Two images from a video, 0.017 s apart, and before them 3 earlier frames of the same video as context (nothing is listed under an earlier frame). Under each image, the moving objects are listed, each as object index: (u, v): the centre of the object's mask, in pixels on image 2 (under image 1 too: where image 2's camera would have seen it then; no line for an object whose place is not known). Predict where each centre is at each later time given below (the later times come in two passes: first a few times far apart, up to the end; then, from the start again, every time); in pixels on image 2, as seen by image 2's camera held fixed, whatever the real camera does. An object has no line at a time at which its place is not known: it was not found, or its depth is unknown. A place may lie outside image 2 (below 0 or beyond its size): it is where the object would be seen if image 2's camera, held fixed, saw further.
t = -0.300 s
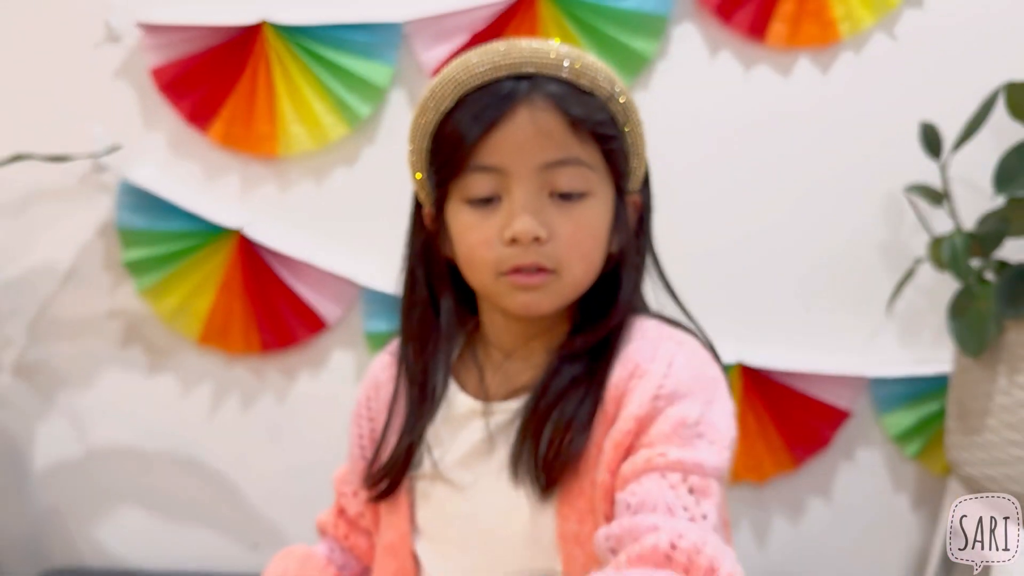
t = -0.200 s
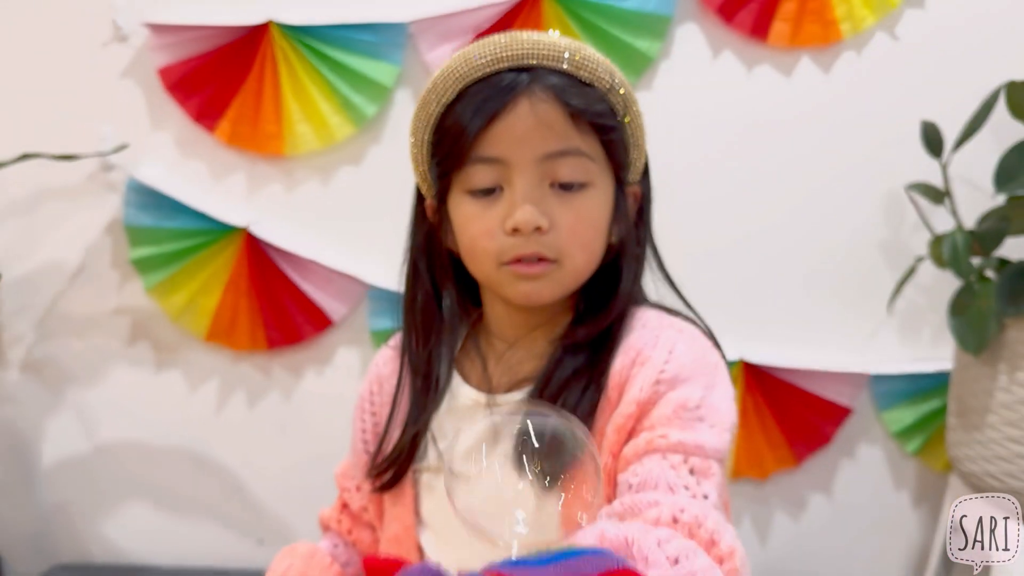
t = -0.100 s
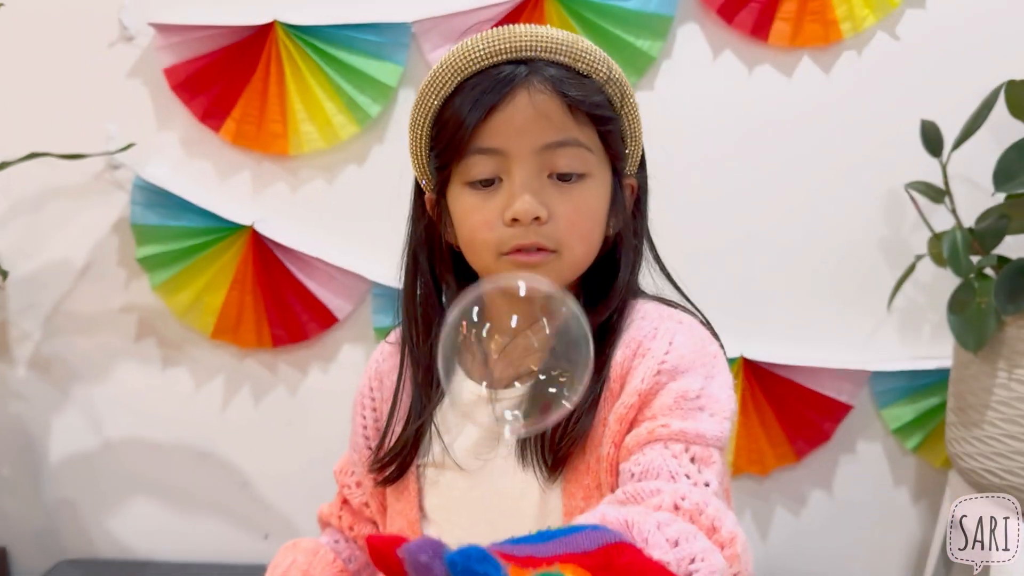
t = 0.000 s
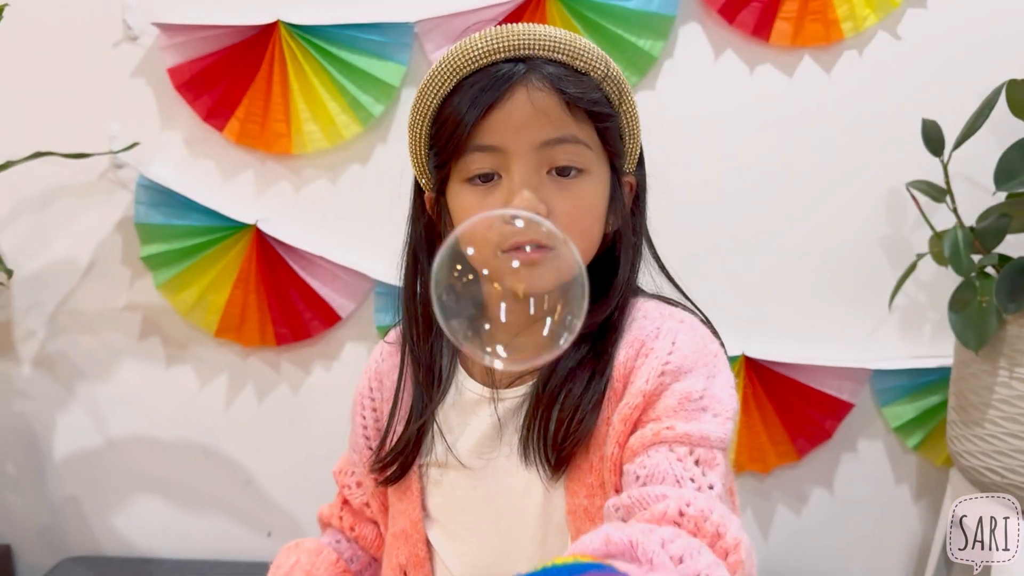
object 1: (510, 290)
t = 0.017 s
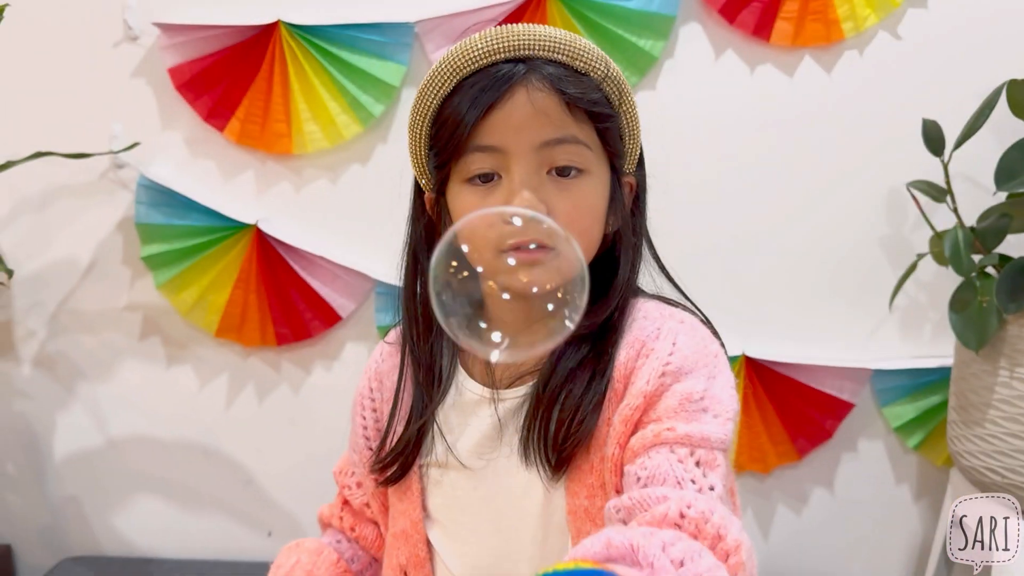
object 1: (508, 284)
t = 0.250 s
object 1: (492, 282)
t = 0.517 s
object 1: (500, 428)
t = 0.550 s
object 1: (504, 458)
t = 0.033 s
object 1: (506, 276)
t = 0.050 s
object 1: (505, 271)
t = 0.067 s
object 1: (504, 267)
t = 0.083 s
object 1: (503, 266)
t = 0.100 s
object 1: (501, 264)
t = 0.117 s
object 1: (500, 262)
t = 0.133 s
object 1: (499, 262)
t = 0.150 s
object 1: (498, 263)
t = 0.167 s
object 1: (497, 265)
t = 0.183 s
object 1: (496, 266)
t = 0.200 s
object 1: (495, 269)
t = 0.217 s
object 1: (494, 273)
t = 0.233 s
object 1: (493, 278)
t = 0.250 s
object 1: (492, 282)
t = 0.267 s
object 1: (492, 287)
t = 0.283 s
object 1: (492, 294)
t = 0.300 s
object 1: (491, 301)
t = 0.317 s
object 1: (492, 307)
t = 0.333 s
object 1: (492, 315)
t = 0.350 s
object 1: (493, 322)
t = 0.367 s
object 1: (493, 330)
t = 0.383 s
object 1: (493, 340)
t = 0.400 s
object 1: (494, 349)
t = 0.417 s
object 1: (494, 359)
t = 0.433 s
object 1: (495, 370)
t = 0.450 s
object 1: (495, 381)
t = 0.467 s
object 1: (497, 392)
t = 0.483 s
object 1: (499, 405)
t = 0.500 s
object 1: (500, 417)
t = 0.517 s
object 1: (500, 428)
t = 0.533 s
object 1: (502, 444)
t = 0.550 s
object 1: (504, 458)
